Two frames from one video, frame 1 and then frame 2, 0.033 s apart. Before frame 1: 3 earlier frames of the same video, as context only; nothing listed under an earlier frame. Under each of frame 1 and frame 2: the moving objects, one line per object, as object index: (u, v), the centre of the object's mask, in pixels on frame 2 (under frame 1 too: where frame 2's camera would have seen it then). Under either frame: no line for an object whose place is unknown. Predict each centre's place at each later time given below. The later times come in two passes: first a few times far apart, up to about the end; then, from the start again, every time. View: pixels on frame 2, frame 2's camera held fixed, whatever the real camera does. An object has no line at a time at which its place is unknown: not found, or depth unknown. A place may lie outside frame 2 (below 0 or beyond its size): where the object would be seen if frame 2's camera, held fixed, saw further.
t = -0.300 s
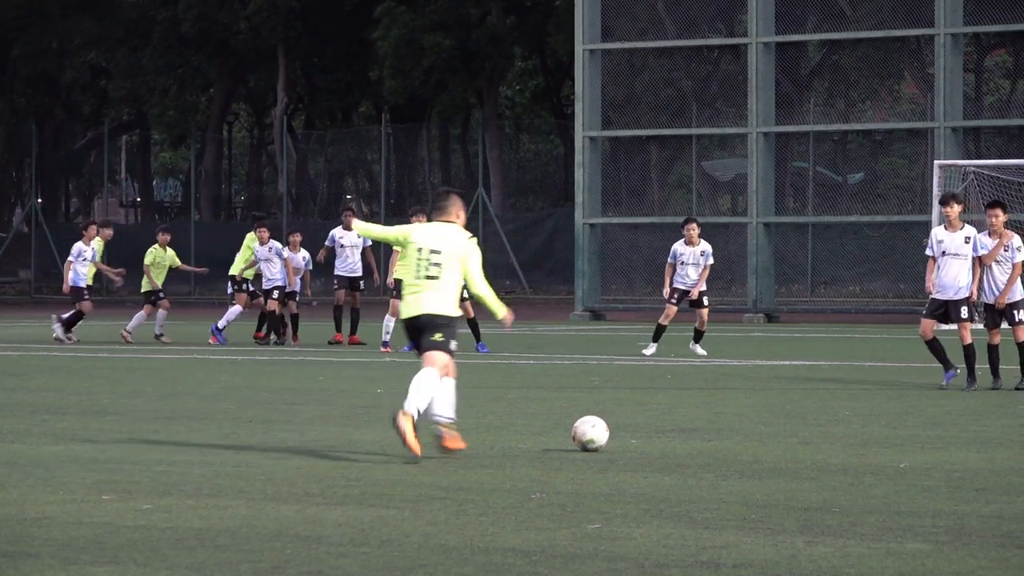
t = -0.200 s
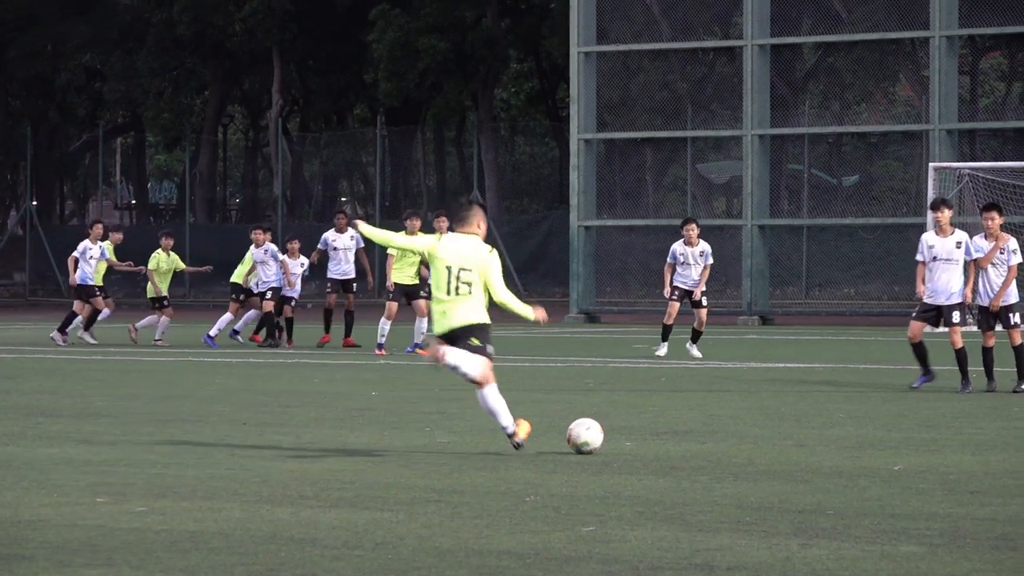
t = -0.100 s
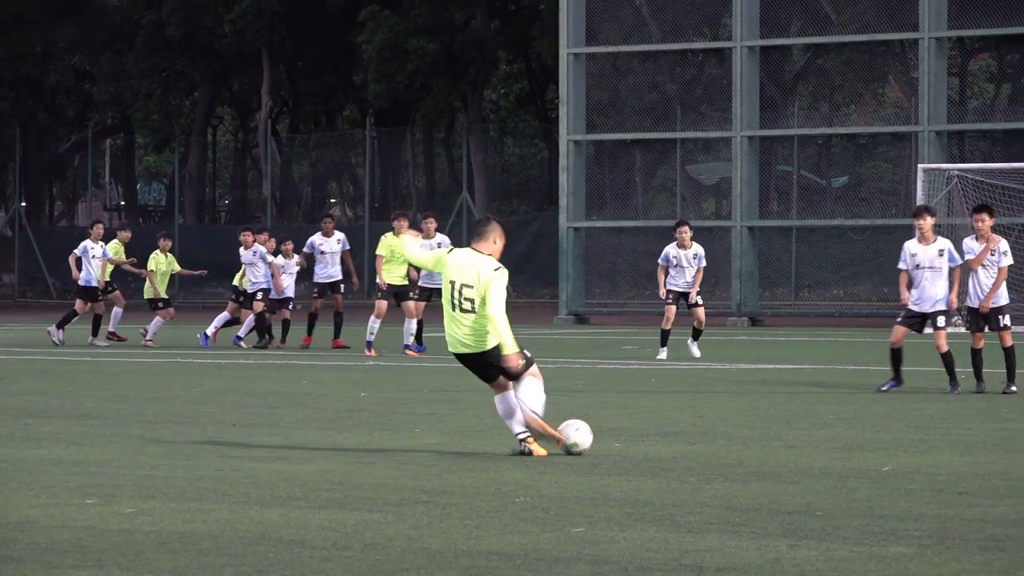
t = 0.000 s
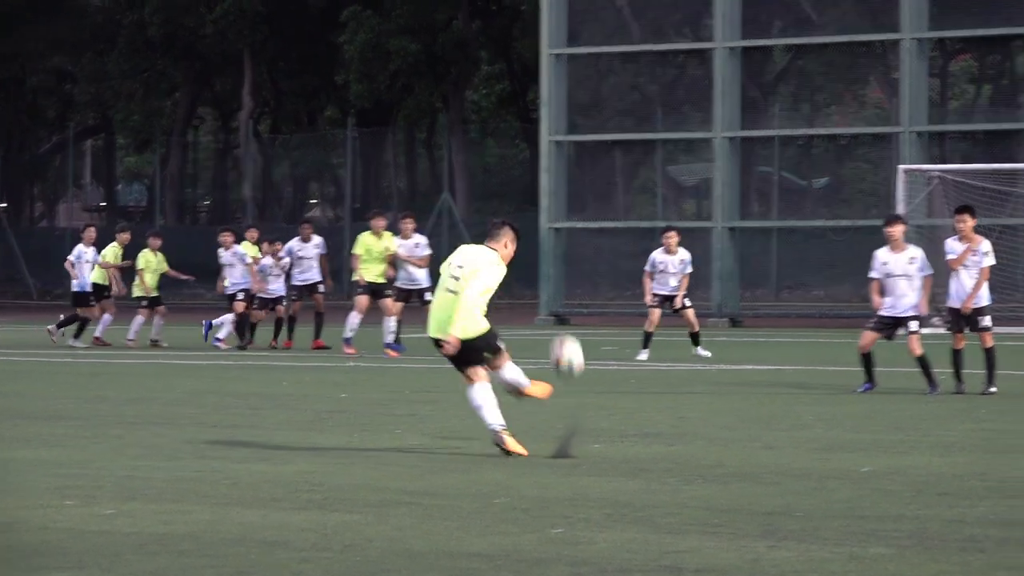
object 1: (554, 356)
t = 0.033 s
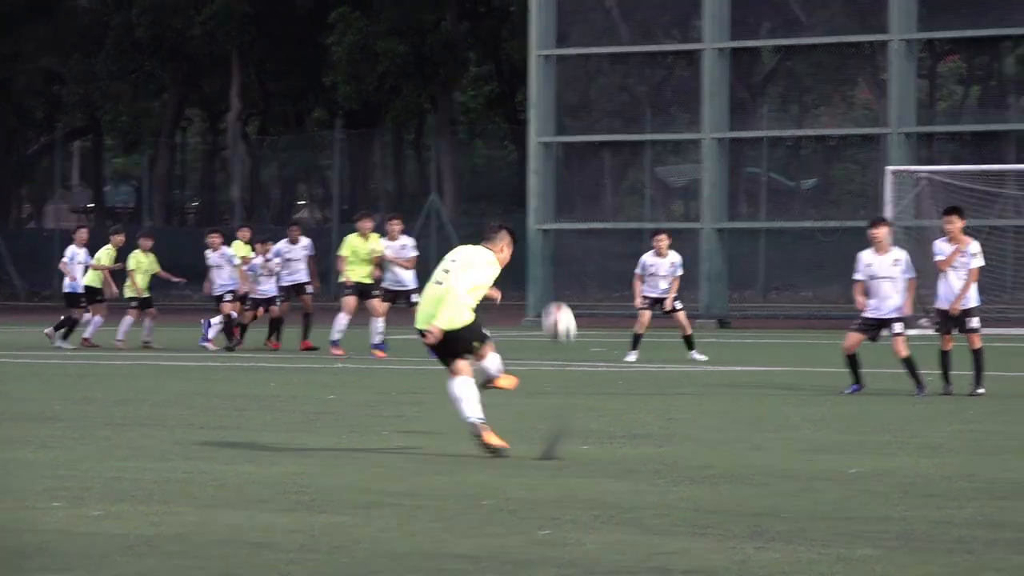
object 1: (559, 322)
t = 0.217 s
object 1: (569, 201)
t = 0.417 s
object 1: (563, 160)
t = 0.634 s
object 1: (546, 186)
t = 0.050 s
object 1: (560, 307)
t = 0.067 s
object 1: (563, 292)
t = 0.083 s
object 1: (565, 278)
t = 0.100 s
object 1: (566, 265)
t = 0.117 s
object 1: (567, 254)
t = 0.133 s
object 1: (568, 242)
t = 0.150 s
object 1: (569, 232)
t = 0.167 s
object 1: (569, 223)
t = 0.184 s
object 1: (570, 215)
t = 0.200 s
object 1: (569, 208)
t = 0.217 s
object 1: (569, 201)
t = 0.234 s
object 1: (569, 195)
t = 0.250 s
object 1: (566, 185)
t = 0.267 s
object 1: (566, 181)
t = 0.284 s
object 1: (566, 176)
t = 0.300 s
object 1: (566, 173)
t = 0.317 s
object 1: (565, 169)
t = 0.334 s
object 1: (565, 166)
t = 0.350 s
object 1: (565, 164)
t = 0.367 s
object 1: (565, 162)
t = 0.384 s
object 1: (564, 162)
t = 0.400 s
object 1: (563, 161)
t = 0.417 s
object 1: (563, 160)
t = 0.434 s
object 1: (562, 160)
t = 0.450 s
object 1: (561, 160)
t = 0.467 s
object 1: (560, 160)
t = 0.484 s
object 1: (559, 161)
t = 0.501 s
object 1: (558, 162)
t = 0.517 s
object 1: (556, 164)
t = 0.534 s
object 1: (555, 166)
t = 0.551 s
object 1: (554, 169)
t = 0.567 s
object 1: (552, 172)
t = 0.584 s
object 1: (551, 175)
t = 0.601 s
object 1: (549, 179)
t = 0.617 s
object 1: (547, 182)
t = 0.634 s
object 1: (546, 186)
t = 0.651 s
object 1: (544, 190)
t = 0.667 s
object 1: (542, 196)
